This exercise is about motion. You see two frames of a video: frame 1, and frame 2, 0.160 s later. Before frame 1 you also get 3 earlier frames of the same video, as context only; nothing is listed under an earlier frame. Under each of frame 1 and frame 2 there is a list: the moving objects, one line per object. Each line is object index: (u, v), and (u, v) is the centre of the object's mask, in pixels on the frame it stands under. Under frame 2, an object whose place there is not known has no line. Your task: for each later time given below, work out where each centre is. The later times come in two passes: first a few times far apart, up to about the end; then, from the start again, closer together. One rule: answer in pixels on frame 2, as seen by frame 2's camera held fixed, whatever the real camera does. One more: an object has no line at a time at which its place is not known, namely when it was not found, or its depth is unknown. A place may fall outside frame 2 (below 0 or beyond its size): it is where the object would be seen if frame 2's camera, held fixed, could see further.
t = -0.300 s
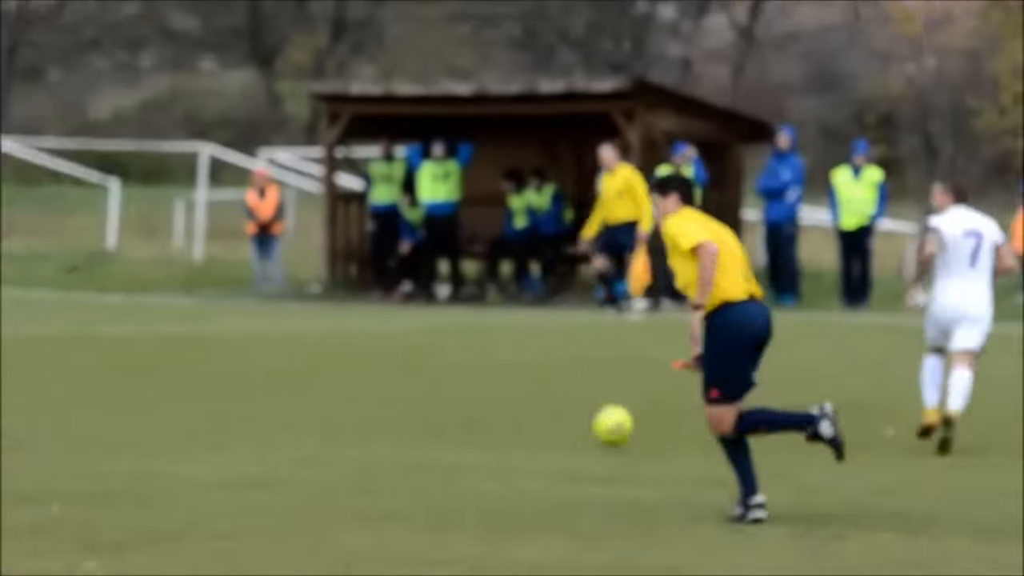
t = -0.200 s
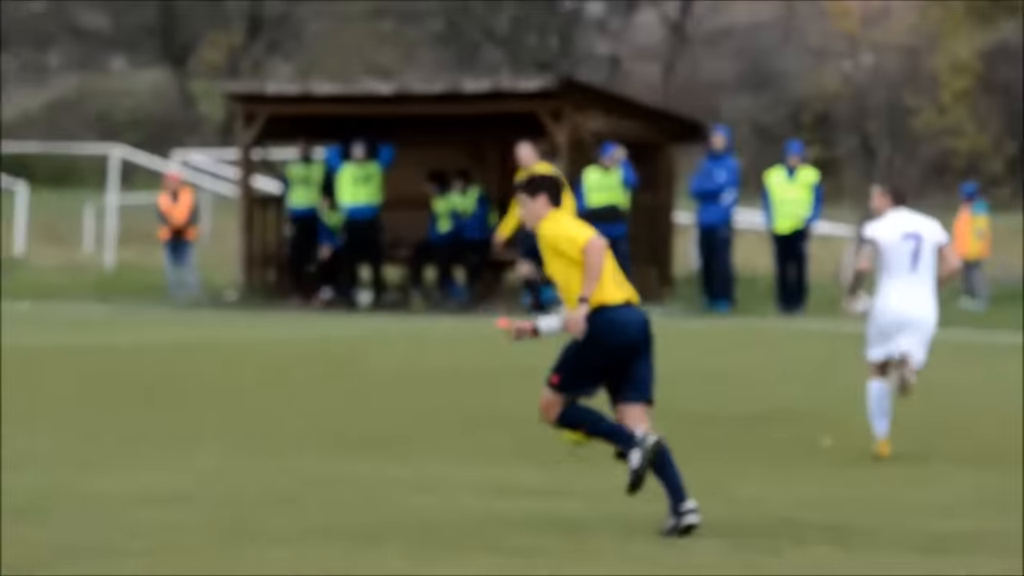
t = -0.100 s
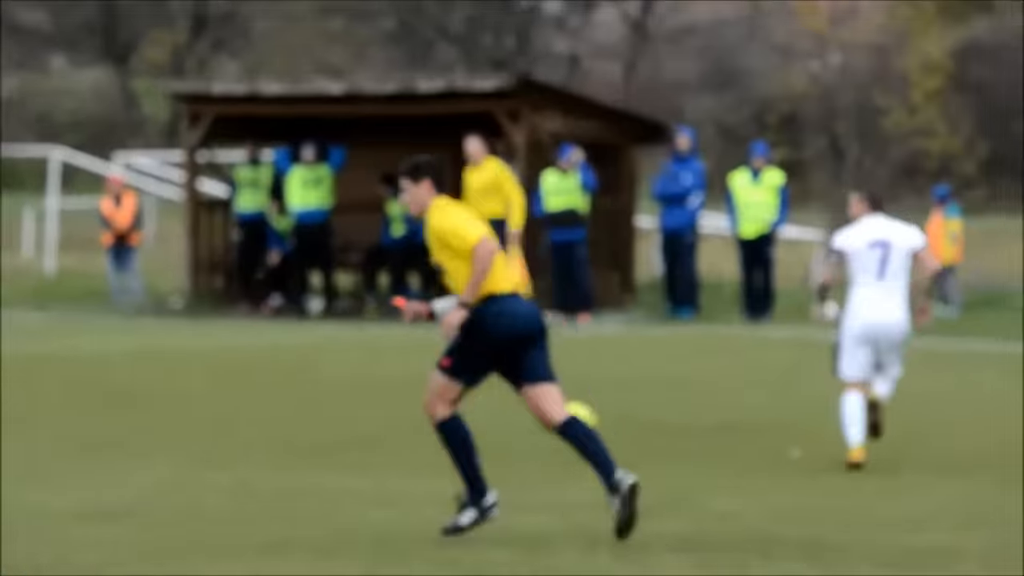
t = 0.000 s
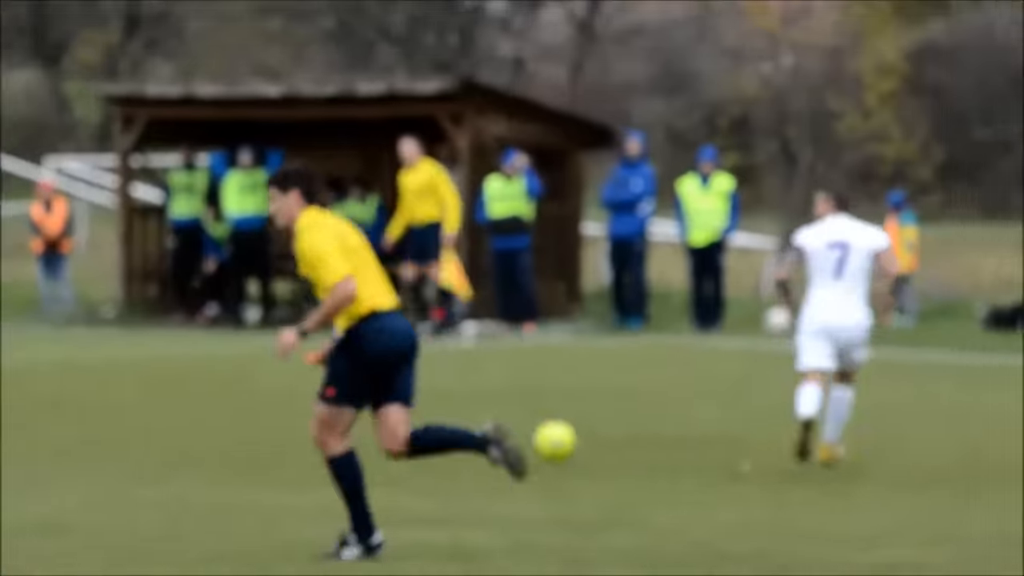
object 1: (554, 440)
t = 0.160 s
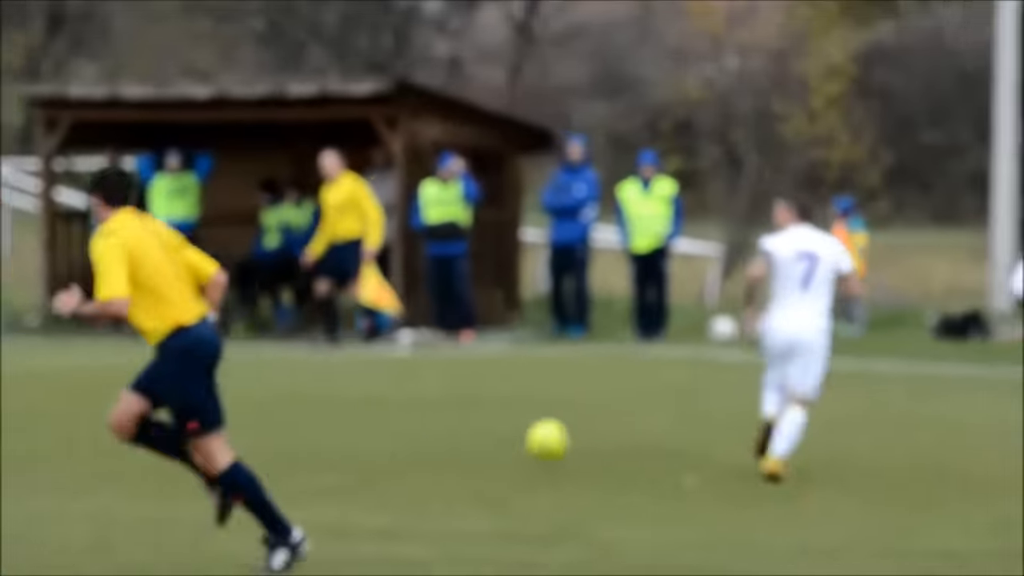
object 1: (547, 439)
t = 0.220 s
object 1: (565, 436)
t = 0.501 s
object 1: (648, 435)
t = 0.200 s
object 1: (560, 438)
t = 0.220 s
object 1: (565, 436)
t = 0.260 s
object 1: (578, 438)
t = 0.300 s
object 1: (592, 444)
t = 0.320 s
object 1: (597, 446)
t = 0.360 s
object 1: (609, 439)
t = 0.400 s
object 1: (621, 436)
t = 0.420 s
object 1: (626, 435)
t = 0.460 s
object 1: (638, 433)
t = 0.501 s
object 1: (648, 435)
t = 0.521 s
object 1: (653, 433)
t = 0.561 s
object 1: (663, 429)
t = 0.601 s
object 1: (675, 429)
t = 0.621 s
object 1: (679, 431)
